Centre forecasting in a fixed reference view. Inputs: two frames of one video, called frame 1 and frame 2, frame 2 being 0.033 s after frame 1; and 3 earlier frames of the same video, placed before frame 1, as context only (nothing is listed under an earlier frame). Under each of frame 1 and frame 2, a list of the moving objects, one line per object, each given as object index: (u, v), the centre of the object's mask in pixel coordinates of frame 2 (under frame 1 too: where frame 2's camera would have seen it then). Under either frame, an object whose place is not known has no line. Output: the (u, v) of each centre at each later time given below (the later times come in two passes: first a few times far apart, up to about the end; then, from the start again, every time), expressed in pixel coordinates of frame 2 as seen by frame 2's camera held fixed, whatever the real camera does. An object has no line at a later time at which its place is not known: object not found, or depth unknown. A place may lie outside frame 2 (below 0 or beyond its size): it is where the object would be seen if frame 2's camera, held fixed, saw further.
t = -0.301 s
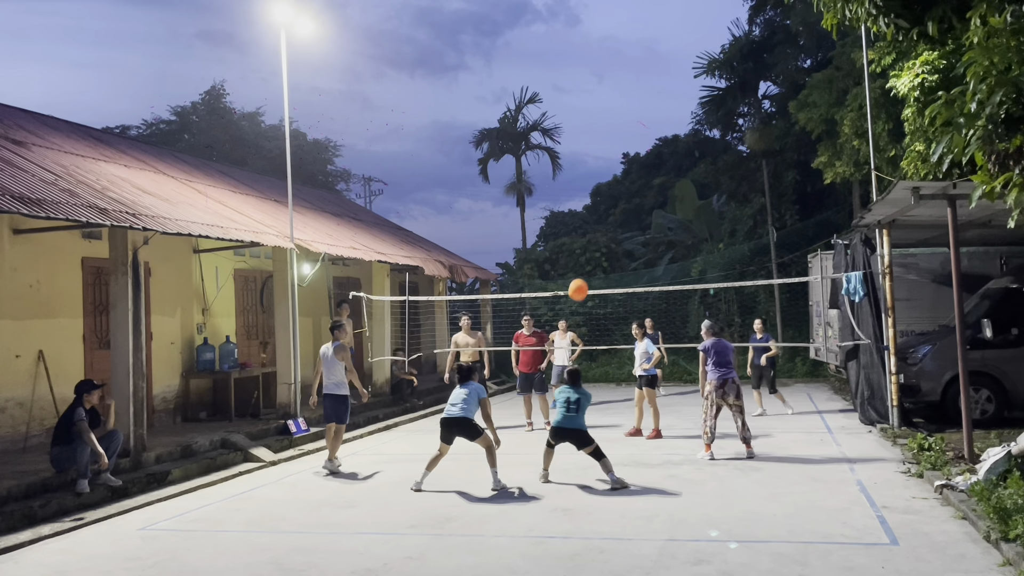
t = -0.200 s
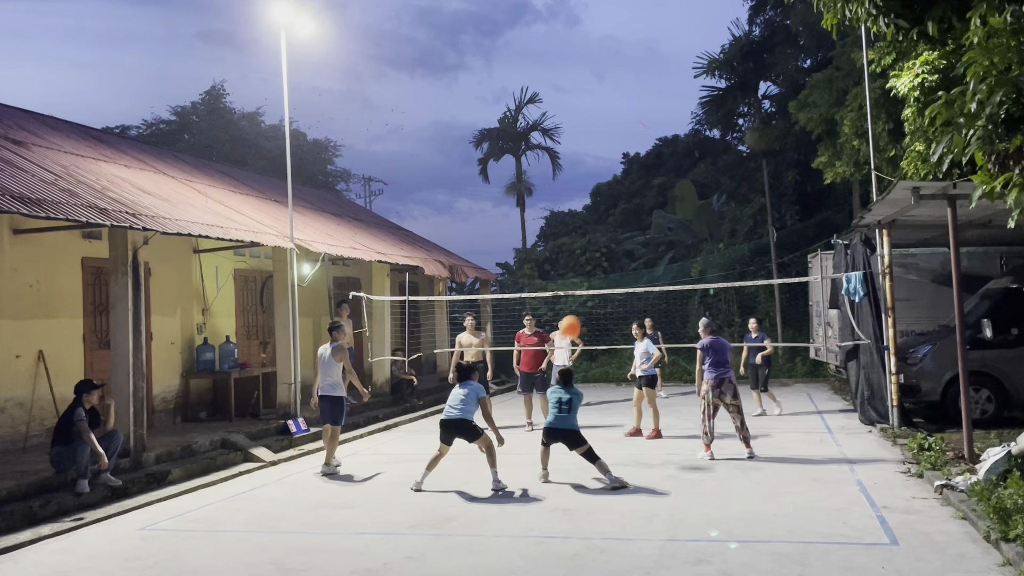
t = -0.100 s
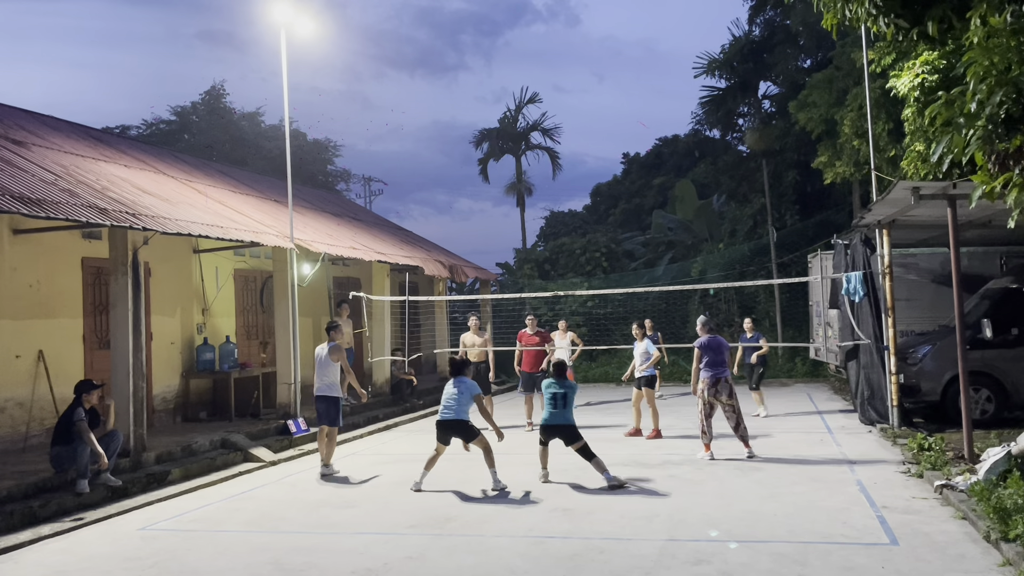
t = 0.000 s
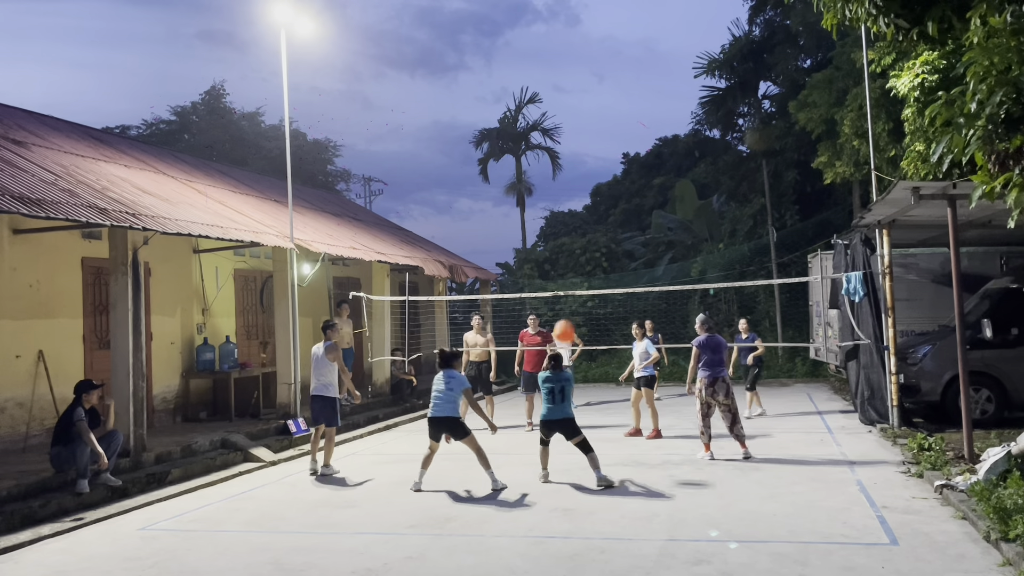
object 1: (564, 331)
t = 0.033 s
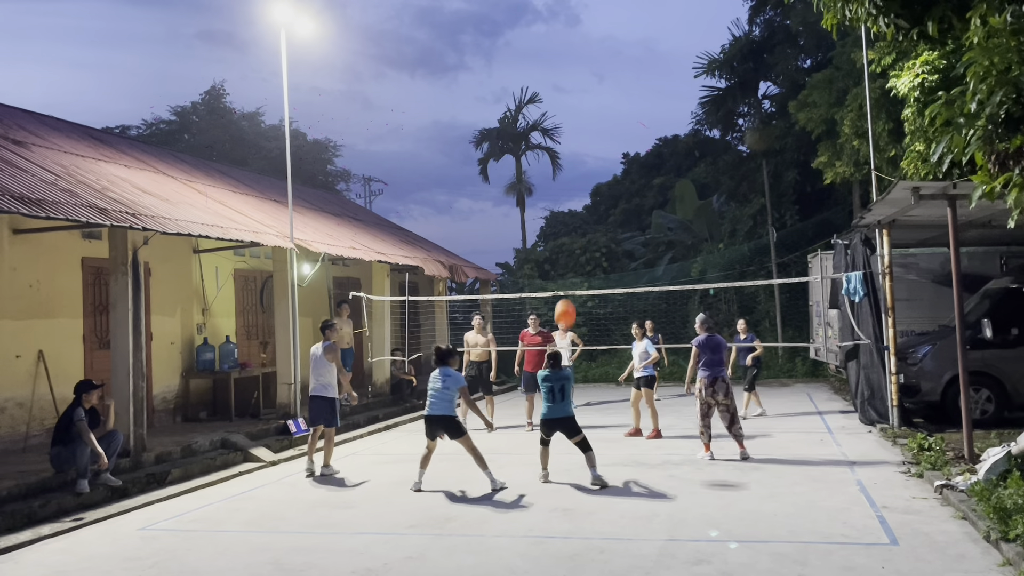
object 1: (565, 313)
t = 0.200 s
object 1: (571, 232)
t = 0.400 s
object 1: (577, 175)
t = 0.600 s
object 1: (584, 155)
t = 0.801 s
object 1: (591, 166)
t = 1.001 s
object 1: (599, 204)
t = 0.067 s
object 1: (566, 295)
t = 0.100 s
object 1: (567, 277)
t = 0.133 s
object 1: (568, 260)
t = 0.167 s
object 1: (570, 246)
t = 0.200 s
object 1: (571, 232)
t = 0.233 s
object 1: (572, 220)
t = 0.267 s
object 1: (573, 209)
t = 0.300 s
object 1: (574, 198)
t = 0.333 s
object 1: (575, 190)
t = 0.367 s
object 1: (576, 182)
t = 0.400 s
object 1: (577, 175)
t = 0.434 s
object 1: (578, 170)
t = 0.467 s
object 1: (579, 165)
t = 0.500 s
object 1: (580, 161)
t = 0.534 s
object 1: (581, 158)
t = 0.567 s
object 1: (582, 156)
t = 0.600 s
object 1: (584, 155)
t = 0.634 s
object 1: (585, 155)
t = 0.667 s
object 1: (586, 156)
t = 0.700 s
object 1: (587, 157)
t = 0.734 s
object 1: (588, 159)
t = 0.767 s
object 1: (590, 162)
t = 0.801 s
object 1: (591, 166)
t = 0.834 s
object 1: (593, 170)
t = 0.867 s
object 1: (594, 175)
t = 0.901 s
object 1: (595, 181)
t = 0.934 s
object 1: (597, 188)
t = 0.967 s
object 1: (598, 196)
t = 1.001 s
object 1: (599, 204)
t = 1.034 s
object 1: (601, 213)
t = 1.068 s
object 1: (602, 223)
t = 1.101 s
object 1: (604, 233)
